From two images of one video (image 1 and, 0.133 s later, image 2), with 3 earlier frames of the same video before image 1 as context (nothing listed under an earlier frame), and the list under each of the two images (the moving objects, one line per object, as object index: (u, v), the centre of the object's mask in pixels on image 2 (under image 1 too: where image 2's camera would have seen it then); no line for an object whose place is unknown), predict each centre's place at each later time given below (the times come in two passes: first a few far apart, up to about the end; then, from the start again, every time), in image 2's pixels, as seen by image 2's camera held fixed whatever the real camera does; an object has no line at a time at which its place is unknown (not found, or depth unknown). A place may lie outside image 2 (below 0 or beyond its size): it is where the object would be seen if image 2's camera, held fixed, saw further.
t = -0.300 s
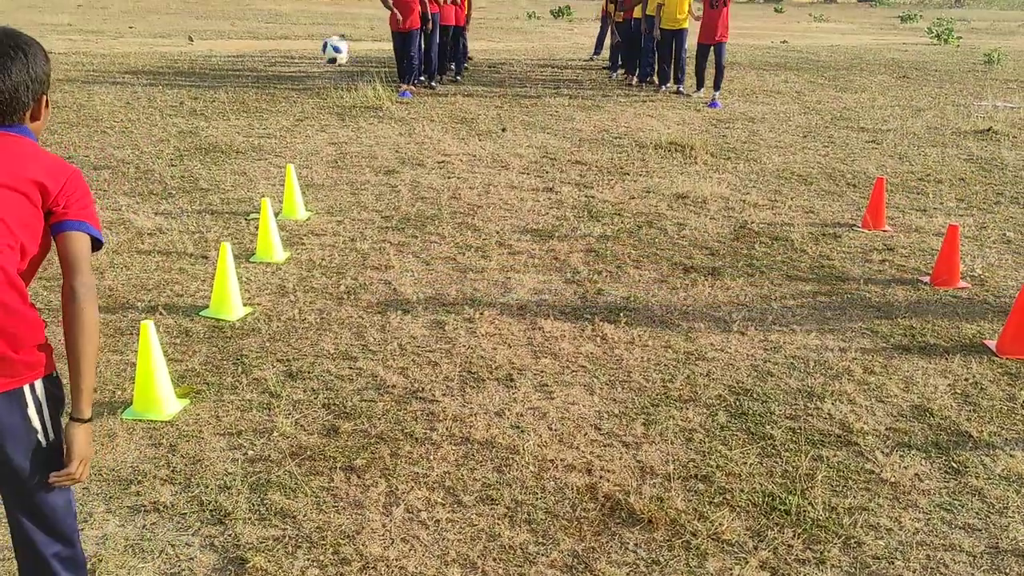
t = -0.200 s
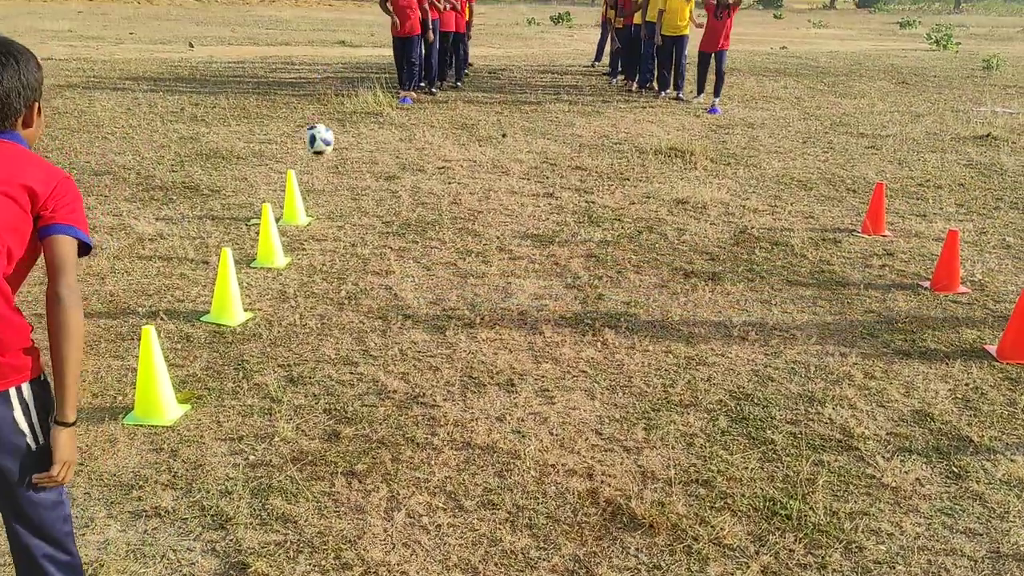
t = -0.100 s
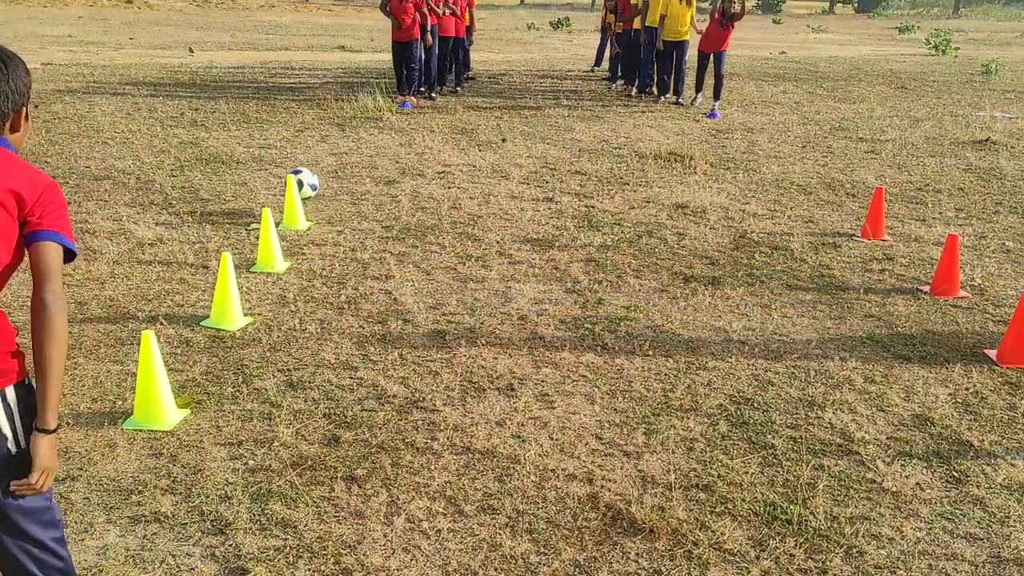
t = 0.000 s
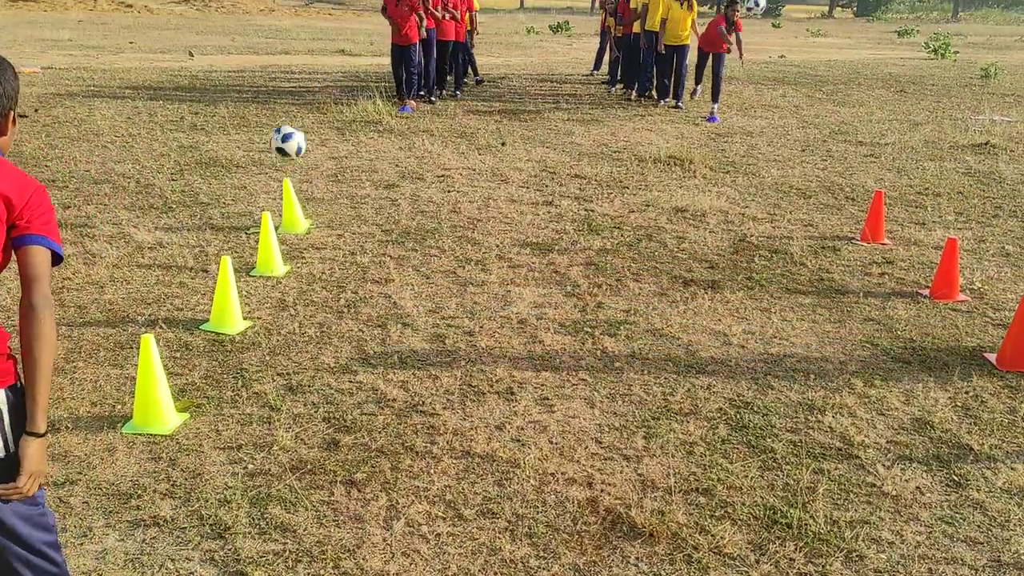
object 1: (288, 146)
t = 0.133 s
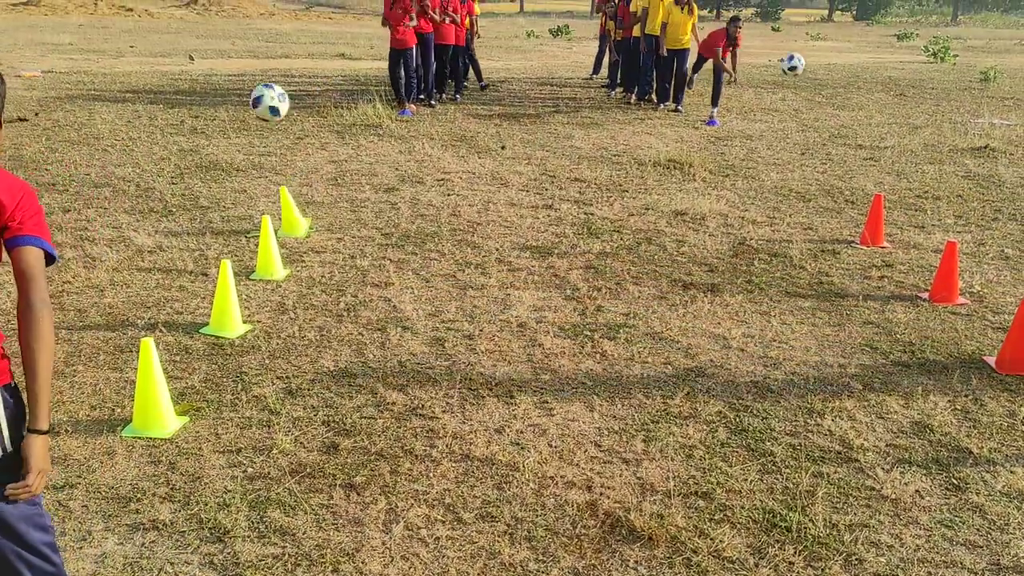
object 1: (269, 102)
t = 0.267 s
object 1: (250, 87)
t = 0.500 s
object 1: (216, 152)
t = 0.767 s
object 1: (170, 308)
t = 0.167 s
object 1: (265, 95)
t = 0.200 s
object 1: (259, 90)
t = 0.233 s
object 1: (254, 88)
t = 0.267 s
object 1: (250, 87)
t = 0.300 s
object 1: (245, 88)
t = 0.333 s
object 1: (240, 92)
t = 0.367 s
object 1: (235, 99)
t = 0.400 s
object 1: (230, 108)
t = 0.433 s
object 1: (226, 120)
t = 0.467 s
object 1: (221, 135)
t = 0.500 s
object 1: (216, 152)
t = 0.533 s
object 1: (211, 173)
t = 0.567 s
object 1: (207, 198)
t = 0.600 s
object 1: (203, 225)
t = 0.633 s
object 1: (198, 254)
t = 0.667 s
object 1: (193, 287)
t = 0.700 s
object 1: (188, 322)
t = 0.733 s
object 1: (179, 318)
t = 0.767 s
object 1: (170, 308)
